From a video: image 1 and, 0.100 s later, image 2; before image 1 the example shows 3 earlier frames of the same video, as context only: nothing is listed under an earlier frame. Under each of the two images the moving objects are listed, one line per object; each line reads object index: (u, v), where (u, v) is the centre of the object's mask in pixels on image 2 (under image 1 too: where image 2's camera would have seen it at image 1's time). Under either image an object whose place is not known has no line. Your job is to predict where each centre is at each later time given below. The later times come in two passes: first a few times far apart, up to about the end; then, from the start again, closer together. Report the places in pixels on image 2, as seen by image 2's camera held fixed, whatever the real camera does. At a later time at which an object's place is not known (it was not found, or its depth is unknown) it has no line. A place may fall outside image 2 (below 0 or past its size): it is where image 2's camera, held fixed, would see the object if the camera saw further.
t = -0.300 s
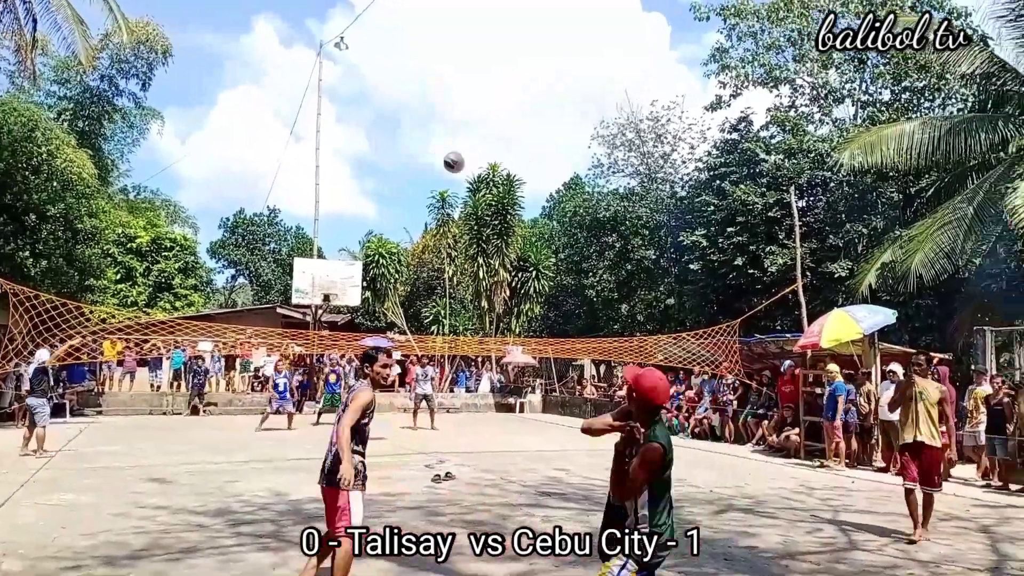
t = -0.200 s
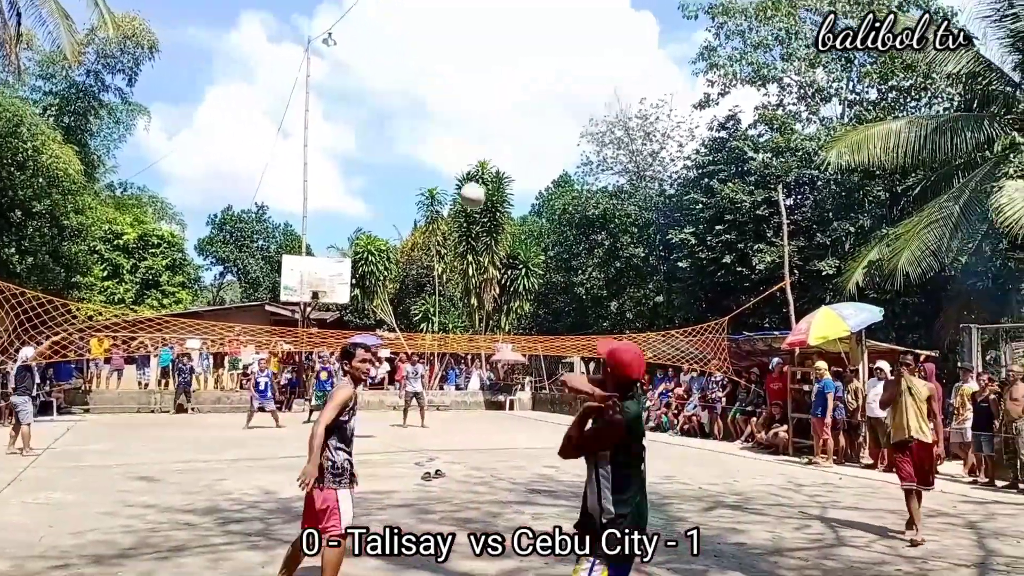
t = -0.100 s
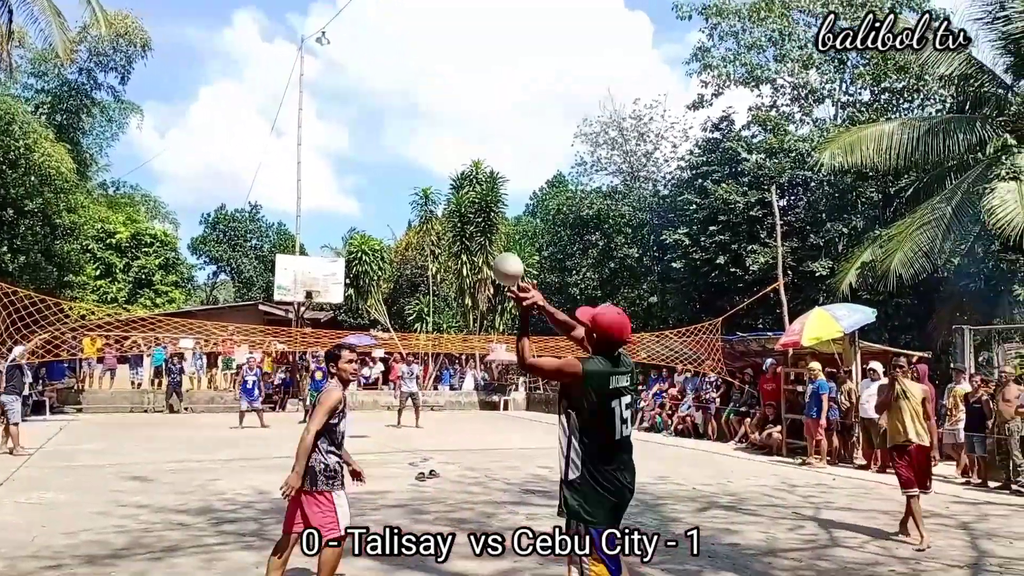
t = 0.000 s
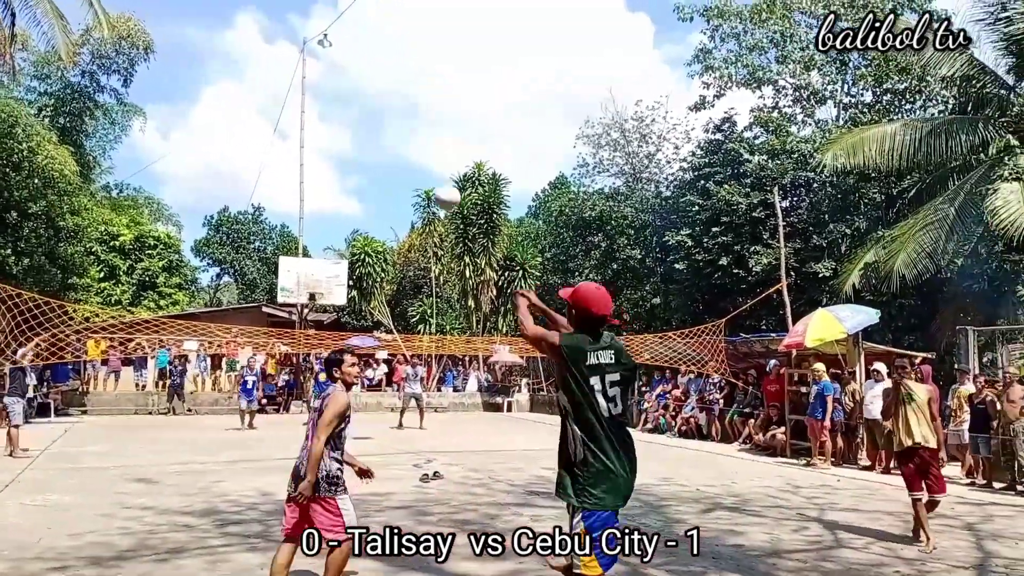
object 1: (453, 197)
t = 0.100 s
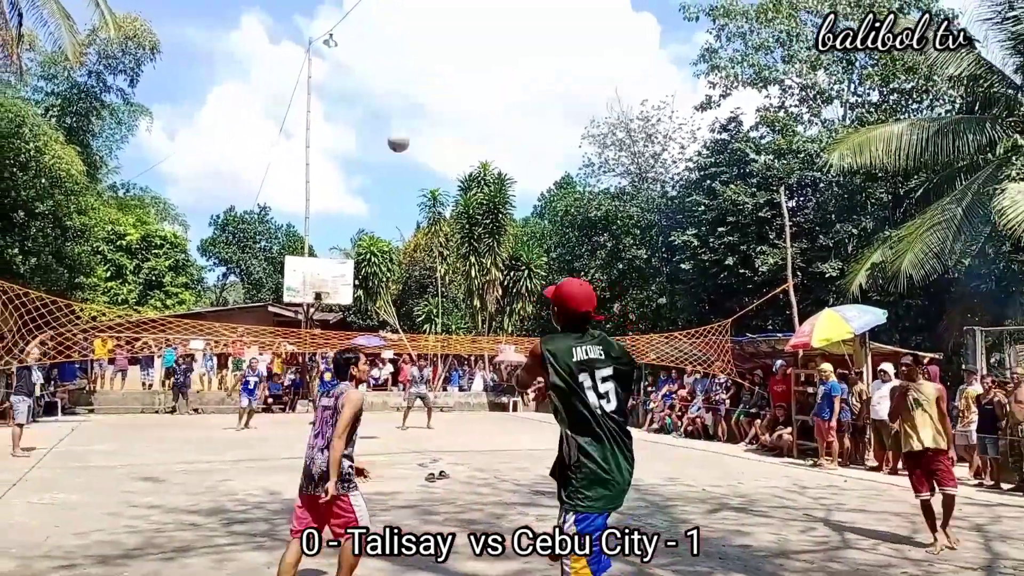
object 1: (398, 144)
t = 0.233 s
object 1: (352, 113)
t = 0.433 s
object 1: (306, 115)
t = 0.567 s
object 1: (284, 135)
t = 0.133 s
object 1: (385, 133)
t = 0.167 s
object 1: (372, 122)
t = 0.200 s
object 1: (362, 116)
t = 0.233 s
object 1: (352, 113)
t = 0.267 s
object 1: (343, 109)
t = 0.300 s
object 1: (334, 109)
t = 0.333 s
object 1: (326, 111)
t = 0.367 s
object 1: (318, 112)
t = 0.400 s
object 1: (312, 113)
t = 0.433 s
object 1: (306, 115)
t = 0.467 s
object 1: (299, 121)
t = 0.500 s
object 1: (294, 125)
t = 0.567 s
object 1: (284, 135)
